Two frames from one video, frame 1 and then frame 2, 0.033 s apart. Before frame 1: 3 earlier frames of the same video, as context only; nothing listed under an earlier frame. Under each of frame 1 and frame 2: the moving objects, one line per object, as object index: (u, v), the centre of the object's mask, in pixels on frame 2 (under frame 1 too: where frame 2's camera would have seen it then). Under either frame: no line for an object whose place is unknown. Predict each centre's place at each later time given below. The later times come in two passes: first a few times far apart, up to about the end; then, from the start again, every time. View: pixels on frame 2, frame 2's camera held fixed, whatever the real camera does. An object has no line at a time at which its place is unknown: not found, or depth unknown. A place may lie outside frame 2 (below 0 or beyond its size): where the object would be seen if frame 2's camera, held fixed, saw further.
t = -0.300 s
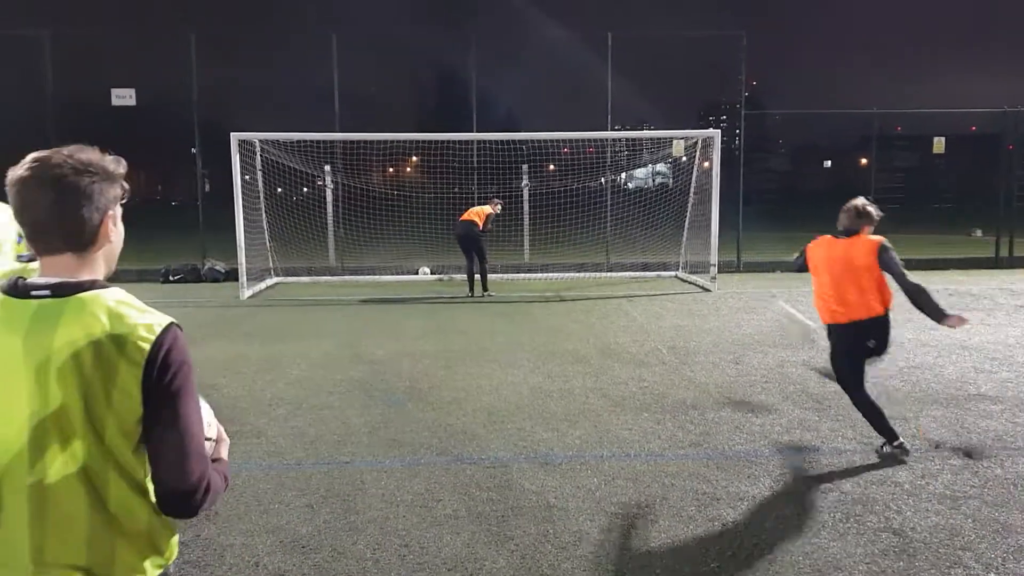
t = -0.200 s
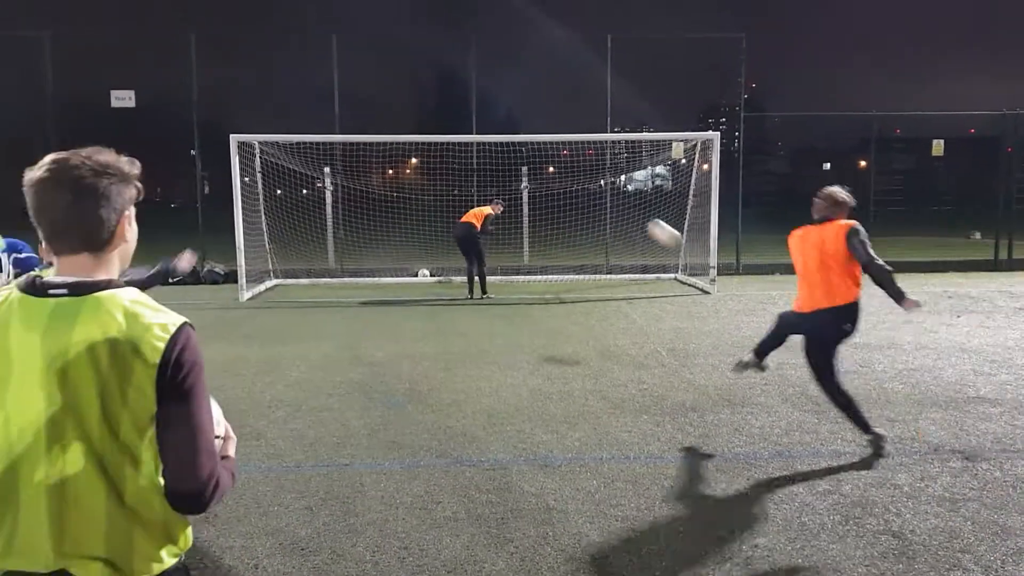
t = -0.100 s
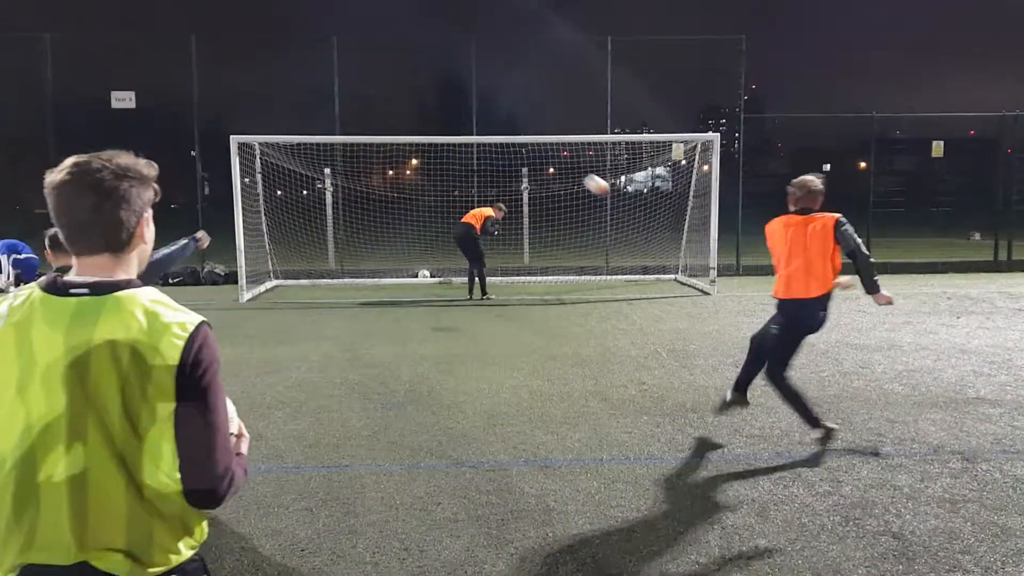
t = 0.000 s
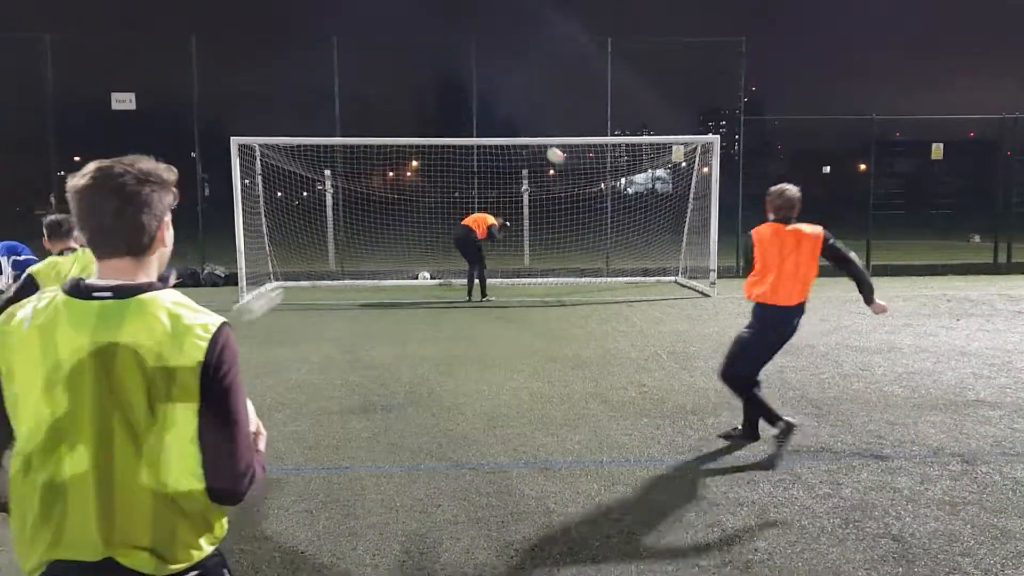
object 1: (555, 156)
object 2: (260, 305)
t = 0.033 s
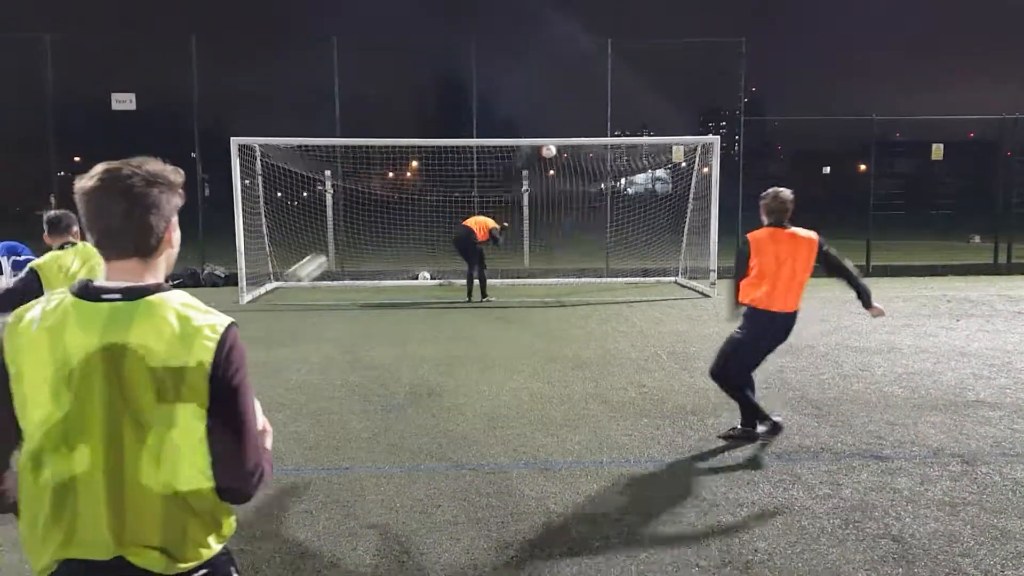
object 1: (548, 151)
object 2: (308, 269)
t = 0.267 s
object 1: (538, 185)
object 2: (481, 146)
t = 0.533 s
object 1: (535, 252)
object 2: (567, 49)
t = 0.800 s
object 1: (539, 263)
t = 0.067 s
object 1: (546, 153)
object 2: (345, 243)
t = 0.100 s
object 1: (544, 156)
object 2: (377, 221)
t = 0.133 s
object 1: (542, 160)
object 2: (403, 201)
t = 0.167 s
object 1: (541, 166)
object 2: (426, 184)
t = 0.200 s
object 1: (539, 172)
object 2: (447, 170)
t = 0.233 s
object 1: (538, 178)
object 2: (465, 156)
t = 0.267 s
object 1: (538, 185)
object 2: (481, 146)
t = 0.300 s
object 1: (537, 192)
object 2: (497, 133)
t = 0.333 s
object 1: (536, 199)
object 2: (508, 120)
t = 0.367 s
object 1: (536, 207)
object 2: (520, 104)
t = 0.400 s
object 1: (536, 216)
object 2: (530, 89)
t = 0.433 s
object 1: (535, 224)
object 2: (541, 76)
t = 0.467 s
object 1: (535, 234)
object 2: (551, 66)
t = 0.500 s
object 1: (535, 243)
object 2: (560, 57)
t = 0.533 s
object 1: (535, 252)
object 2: (567, 49)
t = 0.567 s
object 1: (534, 264)
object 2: (575, 39)
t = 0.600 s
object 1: (534, 273)
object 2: (583, 29)
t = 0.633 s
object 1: (535, 280)
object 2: (591, 21)
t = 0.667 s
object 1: (536, 275)
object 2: (600, 11)
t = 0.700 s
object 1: (537, 269)
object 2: (608, 2)
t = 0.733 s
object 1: (537, 266)
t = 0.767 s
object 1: (538, 264)
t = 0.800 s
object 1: (539, 263)
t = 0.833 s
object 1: (540, 263)
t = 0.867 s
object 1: (540, 263)
